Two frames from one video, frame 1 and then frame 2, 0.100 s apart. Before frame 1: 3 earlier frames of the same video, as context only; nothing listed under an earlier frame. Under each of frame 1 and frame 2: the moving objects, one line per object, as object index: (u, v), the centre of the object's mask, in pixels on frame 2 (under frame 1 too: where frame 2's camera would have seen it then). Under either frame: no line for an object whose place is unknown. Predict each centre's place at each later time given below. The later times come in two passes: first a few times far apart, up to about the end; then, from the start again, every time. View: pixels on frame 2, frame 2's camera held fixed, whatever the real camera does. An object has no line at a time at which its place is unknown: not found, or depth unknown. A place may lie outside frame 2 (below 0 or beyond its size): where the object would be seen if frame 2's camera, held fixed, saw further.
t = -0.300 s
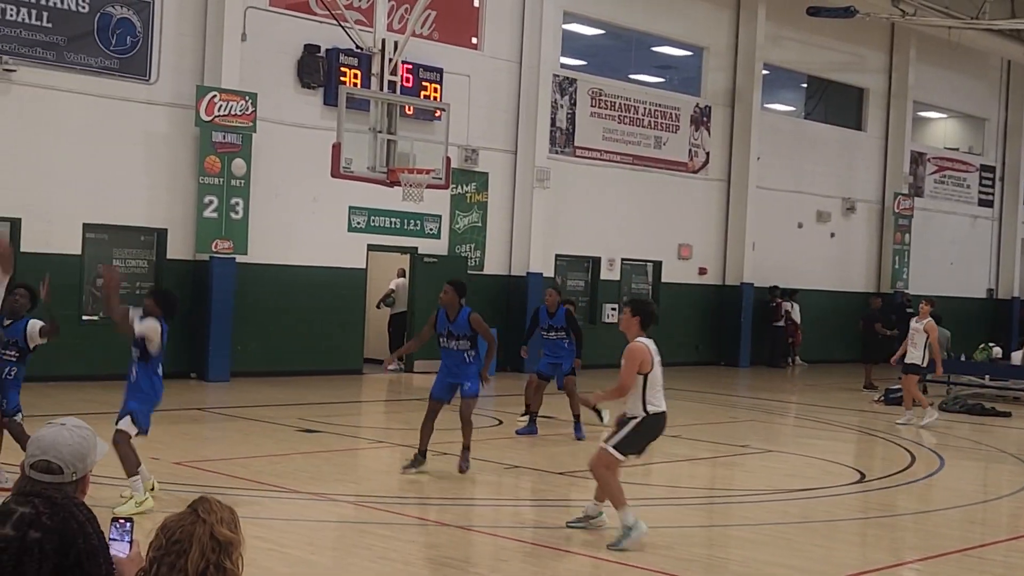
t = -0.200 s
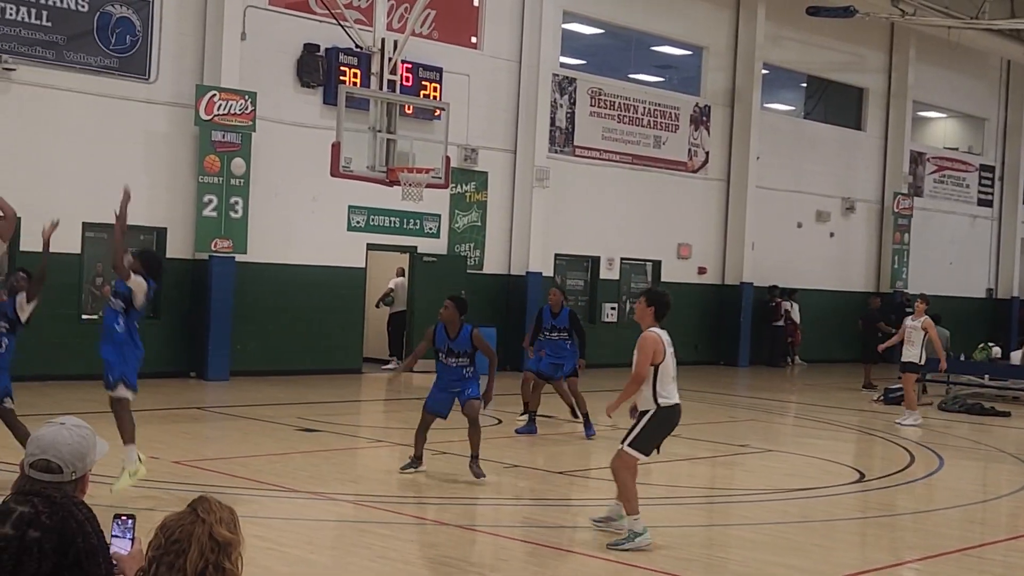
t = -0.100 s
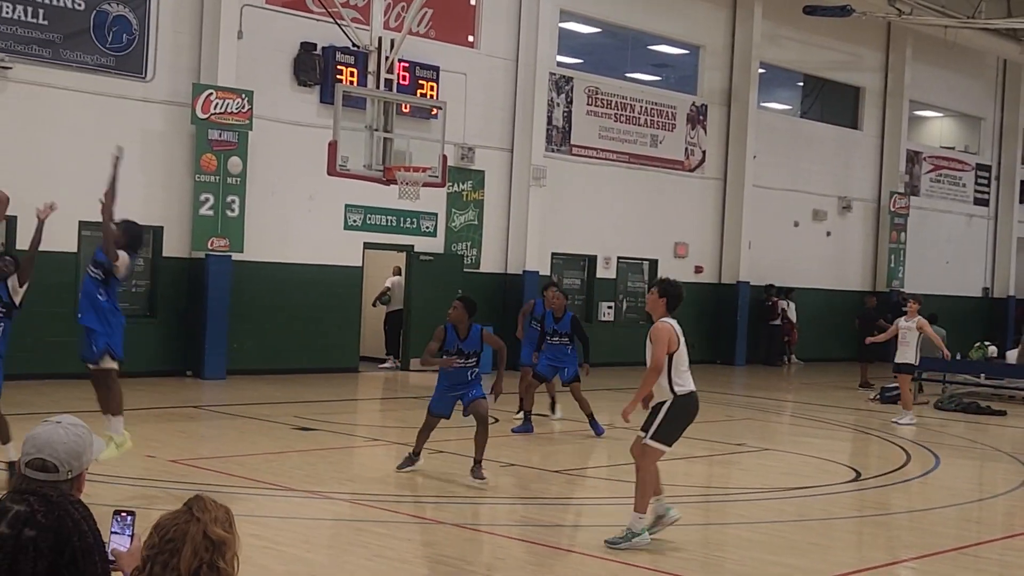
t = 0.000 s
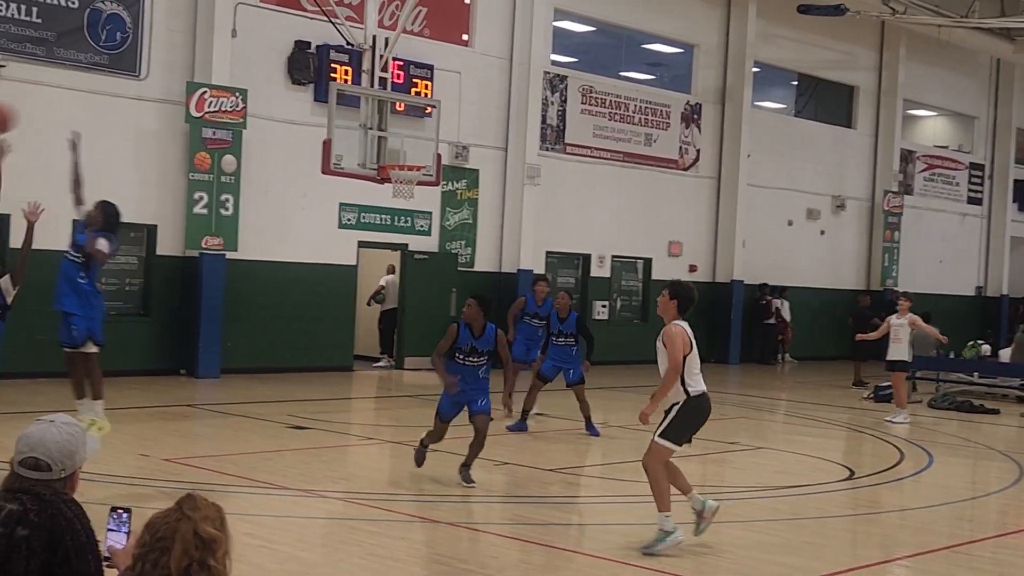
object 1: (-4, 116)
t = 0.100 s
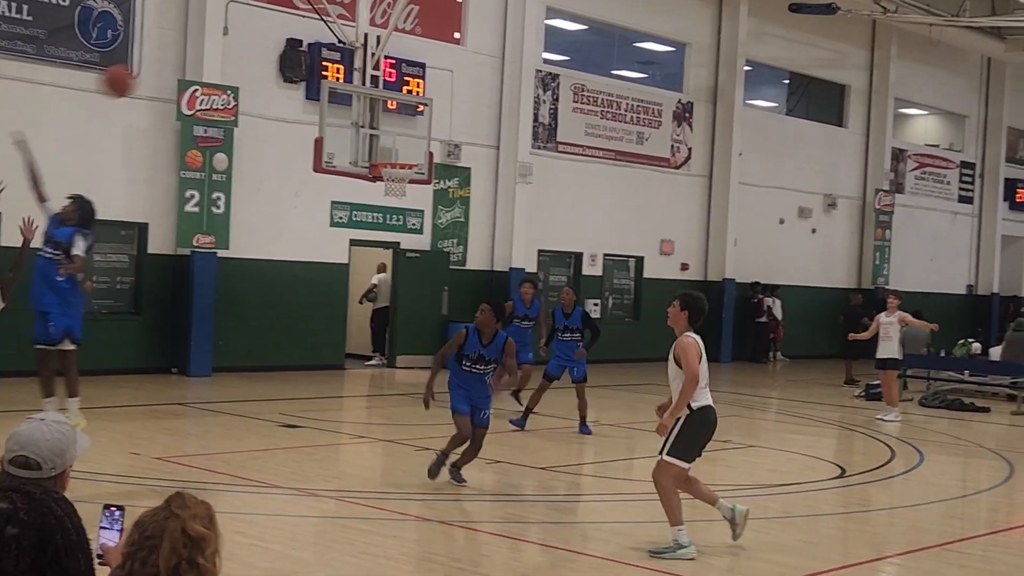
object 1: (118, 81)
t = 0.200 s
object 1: (249, 59)
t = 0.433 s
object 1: (554, 56)
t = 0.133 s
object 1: (161, 72)
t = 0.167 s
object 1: (206, 64)
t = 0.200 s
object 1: (249, 59)
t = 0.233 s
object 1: (292, 57)
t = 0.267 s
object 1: (338, 51)
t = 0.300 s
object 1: (379, 49)
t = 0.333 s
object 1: (423, 50)
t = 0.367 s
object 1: (468, 51)
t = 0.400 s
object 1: (510, 53)
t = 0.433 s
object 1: (554, 56)
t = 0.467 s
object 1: (596, 61)
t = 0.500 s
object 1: (640, 68)
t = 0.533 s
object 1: (681, 77)
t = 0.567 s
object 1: (727, 86)
